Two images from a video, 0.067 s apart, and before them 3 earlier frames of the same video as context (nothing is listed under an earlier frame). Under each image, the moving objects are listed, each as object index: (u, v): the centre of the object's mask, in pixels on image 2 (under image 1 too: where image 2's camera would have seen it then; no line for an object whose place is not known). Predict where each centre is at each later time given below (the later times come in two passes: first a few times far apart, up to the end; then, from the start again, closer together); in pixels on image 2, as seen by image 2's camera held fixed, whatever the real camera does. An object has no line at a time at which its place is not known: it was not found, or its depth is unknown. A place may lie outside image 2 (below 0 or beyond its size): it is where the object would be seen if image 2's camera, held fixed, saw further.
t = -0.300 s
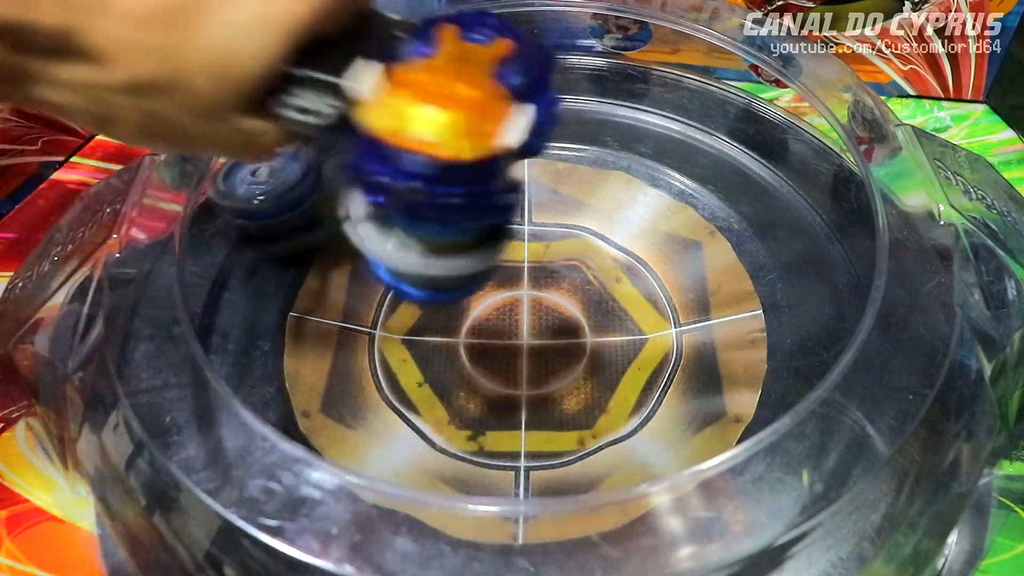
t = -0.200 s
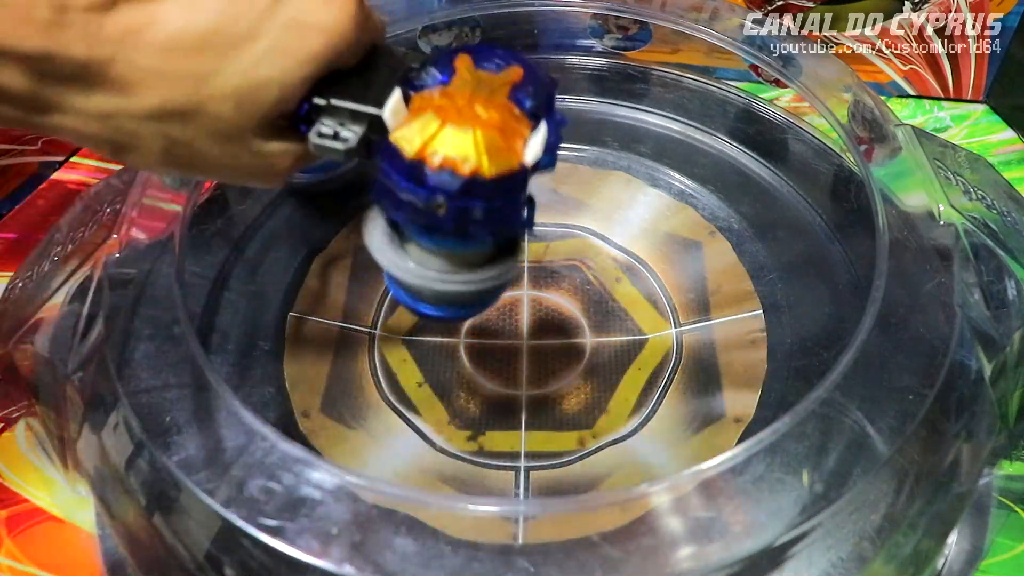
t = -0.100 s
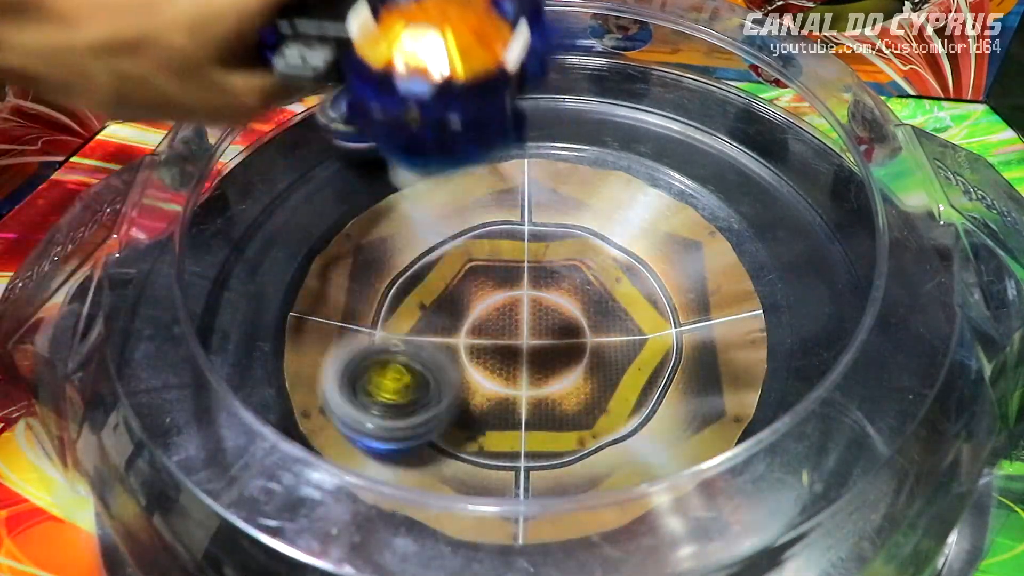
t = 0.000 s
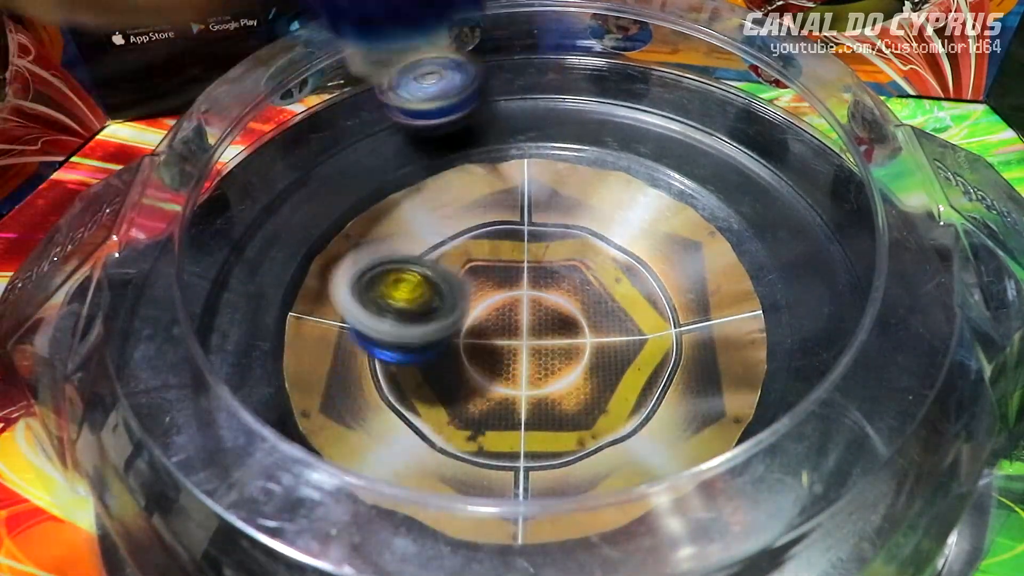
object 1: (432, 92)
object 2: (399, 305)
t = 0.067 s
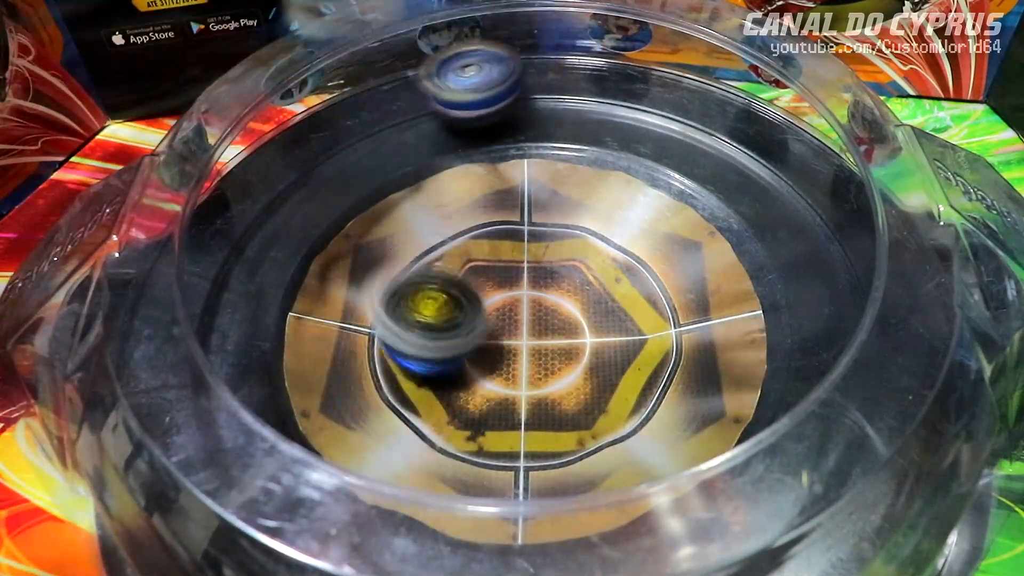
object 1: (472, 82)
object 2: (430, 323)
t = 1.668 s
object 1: (272, 302)
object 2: (647, 416)
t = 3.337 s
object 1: (729, 406)
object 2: (395, 213)
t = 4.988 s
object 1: (617, 393)
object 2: (350, 110)
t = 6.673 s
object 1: (572, 210)
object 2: (367, 310)
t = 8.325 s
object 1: (391, 313)
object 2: (500, 400)
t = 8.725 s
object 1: (691, 197)
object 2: (534, 237)
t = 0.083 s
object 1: (481, 81)
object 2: (440, 311)
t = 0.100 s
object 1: (492, 81)
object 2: (452, 298)
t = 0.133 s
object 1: (512, 78)
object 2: (476, 277)
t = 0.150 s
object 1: (522, 77)
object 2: (489, 274)
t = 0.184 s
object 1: (541, 77)
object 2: (516, 273)
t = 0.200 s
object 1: (551, 78)
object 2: (526, 258)
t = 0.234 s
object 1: (571, 80)
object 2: (552, 230)
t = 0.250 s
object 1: (581, 80)
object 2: (566, 221)
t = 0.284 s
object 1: (600, 83)
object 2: (594, 217)
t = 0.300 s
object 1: (609, 86)
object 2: (610, 221)
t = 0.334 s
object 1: (627, 89)
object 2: (634, 231)
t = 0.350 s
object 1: (635, 91)
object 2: (640, 230)
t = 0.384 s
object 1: (651, 95)
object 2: (659, 229)
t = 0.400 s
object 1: (659, 96)
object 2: (667, 232)
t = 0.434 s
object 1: (674, 101)
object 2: (676, 239)
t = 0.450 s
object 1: (681, 104)
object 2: (678, 243)
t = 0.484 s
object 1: (694, 110)
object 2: (676, 262)
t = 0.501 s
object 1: (700, 112)
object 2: (677, 267)
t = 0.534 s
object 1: (710, 116)
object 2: (669, 284)
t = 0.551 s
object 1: (715, 118)
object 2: (664, 291)
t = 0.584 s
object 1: (725, 124)
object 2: (651, 312)
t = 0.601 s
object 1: (729, 126)
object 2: (643, 322)
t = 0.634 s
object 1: (737, 130)
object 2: (619, 339)
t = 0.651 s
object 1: (741, 133)
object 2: (604, 341)
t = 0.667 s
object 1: (746, 135)
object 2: (588, 348)
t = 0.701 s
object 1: (753, 141)
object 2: (557, 373)
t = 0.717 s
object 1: (756, 144)
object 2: (541, 383)
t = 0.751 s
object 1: (763, 149)
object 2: (500, 390)
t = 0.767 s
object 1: (766, 152)
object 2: (485, 390)
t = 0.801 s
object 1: (771, 157)
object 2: (452, 393)
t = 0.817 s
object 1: (774, 160)
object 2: (441, 392)
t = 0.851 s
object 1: (778, 165)
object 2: (412, 378)
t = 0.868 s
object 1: (780, 167)
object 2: (401, 373)
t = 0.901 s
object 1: (784, 172)
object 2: (386, 358)
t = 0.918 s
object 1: (786, 174)
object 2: (380, 346)
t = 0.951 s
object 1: (787, 179)
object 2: (377, 324)
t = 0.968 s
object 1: (788, 181)
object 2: (377, 314)
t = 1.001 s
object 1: (789, 187)
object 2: (384, 293)
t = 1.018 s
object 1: (789, 189)
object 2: (393, 279)
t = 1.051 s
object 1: (787, 195)
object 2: (412, 257)
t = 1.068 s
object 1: (788, 196)
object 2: (425, 246)
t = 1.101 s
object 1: (784, 204)
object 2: (455, 230)
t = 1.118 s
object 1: (784, 205)
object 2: (474, 221)
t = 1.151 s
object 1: (781, 212)
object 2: (507, 196)
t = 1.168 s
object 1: (779, 216)
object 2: (524, 189)
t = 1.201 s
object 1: (775, 224)
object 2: (556, 181)
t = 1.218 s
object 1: (770, 231)
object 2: (574, 171)
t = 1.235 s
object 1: (763, 238)
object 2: (591, 165)
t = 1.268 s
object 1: (746, 258)
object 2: (627, 165)
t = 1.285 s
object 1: (736, 269)
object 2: (644, 172)
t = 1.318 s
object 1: (714, 294)
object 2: (673, 171)
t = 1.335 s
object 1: (699, 311)
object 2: (684, 176)
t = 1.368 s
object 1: (665, 341)
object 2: (712, 190)
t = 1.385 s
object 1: (647, 357)
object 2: (723, 196)
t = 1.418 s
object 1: (604, 383)
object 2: (741, 207)
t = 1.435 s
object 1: (580, 391)
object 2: (748, 218)
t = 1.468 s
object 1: (526, 410)
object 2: (758, 242)
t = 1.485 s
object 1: (494, 407)
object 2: (759, 251)
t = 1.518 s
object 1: (438, 410)
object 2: (759, 284)
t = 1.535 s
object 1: (410, 405)
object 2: (756, 296)
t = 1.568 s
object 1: (360, 391)
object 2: (745, 331)
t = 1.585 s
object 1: (335, 378)
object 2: (737, 343)
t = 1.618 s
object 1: (300, 350)
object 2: (709, 380)
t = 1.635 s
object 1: (288, 335)
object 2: (684, 394)
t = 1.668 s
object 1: (272, 302)
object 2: (647, 416)
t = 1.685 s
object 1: (270, 288)
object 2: (623, 432)
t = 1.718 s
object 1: (271, 259)
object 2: (561, 444)
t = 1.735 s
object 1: (273, 245)
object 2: (537, 446)
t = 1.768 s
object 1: (279, 222)
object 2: (483, 443)
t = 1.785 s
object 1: (283, 210)
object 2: (451, 440)
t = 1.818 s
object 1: (290, 191)
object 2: (402, 424)
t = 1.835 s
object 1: (293, 182)
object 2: (378, 416)
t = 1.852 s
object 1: (298, 174)
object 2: (357, 404)
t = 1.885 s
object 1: (305, 161)
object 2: (326, 378)
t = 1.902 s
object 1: (310, 155)
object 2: (314, 363)
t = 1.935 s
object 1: (315, 141)
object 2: (301, 328)
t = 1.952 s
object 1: (320, 136)
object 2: (299, 311)
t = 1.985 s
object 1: (334, 127)
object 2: (300, 276)
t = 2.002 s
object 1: (343, 122)
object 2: (303, 261)
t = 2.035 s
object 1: (364, 116)
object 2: (316, 229)
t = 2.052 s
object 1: (375, 111)
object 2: (326, 215)
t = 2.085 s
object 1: (393, 105)
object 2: (350, 190)
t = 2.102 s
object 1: (402, 99)
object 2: (364, 179)
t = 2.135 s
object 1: (421, 85)
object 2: (393, 173)
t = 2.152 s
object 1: (436, 69)
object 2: (411, 174)
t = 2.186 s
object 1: (464, 58)
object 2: (450, 180)
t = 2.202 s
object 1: (479, 56)
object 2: (472, 183)
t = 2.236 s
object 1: (507, 52)
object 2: (517, 194)
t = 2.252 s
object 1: (520, 54)
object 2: (539, 204)
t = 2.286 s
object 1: (542, 52)
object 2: (588, 219)
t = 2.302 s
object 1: (553, 54)
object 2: (613, 224)
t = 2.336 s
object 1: (573, 55)
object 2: (661, 242)
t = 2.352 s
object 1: (582, 57)
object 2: (684, 250)
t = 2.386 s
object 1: (602, 60)
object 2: (724, 273)
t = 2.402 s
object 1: (609, 61)
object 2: (740, 286)
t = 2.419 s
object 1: (618, 64)
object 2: (753, 292)
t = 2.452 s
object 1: (637, 69)
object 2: (777, 317)
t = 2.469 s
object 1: (644, 71)
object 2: (786, 333)
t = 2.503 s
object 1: (664, 77)
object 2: (789, 345)
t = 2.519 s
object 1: (674, 82)
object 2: (787, 354)
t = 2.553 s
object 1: (697, 90)
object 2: (778, 384)
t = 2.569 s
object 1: (707, 94)
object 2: (770, 407)
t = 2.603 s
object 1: (729, 105)
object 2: (759, 434)
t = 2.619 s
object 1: (742, 110)
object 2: (753, 446)
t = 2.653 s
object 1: (763, 123)
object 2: (732, 475)
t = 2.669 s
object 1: (772, 129)
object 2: (723, 492)
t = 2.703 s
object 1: (789, 145)
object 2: (709, 509)
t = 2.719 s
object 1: (798, 151)
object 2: (690, 519)
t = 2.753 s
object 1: (811, 165)
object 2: (663, 534)
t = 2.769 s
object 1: (817, 173)
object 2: (638, 541)
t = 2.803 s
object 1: (832, 192)
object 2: (617, 545)
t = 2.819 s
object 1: (838, 201)
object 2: (604, 547)
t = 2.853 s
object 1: (843, 226)
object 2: (570, 551)
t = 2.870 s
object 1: (846, 240)
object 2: (555, 550)
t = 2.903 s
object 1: (846, 270)
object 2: (533, 544)
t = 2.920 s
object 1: (844, 284)
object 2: (517, 547)
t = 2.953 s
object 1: (842, 308)
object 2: (488, 533)
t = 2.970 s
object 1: (840, 320)
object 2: (475, 532)
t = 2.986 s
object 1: (838, 330)
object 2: (459, 530)
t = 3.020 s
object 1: (834, 346)
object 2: (435, 523)
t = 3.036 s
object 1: (833, 354)
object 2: (423, 516)
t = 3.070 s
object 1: (827, 368)
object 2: (406, 497)
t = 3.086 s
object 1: (824, 373)
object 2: (402, 480)
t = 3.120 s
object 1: (818, 385)
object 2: (375, 439)
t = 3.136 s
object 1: (815, 389)
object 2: (366, 431)
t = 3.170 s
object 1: (805, 399)
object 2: (350, 411)
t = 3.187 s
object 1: (802, 402)
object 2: (346, 393)
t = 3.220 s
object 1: (795, 407)
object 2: (346, 358)
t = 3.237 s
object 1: (790, 410)
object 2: (348, 338)
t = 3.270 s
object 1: (775, 417)
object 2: (356, 295)
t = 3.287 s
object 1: (769, 418)
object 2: (364, 277)
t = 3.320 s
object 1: (751, 420)
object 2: (382, 234)
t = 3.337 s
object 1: (729, 406)
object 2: (395, 213)
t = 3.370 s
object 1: (705, 414)
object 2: (425, 174)
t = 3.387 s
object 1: (690, 417)
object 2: (443, 158)
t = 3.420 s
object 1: (655, 424)
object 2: (474, 130)
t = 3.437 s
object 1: (633, 426)
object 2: (489, 118)
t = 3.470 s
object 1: (591, 430)
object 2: (522, 100)
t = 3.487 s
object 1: (567, 430)
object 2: (540, 90)
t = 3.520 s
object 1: (521, 426)
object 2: (574, 76)
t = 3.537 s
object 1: (496, 420)
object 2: (591, 70)
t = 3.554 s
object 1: (474, 411)
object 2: (607, 65)
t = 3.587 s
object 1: (433, 389)
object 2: (638, 58)
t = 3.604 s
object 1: (414, 374)
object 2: (654, 59)
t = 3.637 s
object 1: (385, 341)
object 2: (676, 68)
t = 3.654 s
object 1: (374, 322)
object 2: (689, 76)
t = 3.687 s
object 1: (362, 284)
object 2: (717, 102)
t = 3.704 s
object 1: (359, 264)
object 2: (725, 113)
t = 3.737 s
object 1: (364, 229)
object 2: (741, 139)
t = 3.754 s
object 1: (370, 211)
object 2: (753, 153)
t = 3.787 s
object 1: (388, 179)
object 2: (775, 177)
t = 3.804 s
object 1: (397, 167)
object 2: (785, 191)
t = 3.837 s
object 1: (425, 144)
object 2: (803, 222)
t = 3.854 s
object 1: (441, 135)
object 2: (811, 237)
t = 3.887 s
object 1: (475, 120)
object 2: (830, 273)
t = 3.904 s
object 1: (493, 114)
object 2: (838, 290)
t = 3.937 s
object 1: (531, 109)
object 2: (853, 326)
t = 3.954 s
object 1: (548, 109)
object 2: (860, 344)
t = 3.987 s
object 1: (581, 108)
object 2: (869, 383)
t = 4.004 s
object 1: (595, 109)
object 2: (866, 398)
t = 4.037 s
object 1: (619, 111)
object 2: (845, 431)
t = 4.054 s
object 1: (631, 111)
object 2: (829, 447)
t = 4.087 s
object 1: (649, 112)
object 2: (800, 477)
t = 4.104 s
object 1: (656, 115)
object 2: (779, 494)
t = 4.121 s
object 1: (662, 116)
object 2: (751, 517)
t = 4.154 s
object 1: (677, 118)
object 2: (700, 540)
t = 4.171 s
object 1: (683, 119)
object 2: (671, 545)
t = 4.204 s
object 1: (693, 122)
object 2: (617, 549)
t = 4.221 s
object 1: (697, 125)
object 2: (602, 551)
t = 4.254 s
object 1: (706, 129)
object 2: (559, 549)
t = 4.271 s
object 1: (710, 131)
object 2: (526, 550)
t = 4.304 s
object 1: (717, 134)
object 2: (463, 551)
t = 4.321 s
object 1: (721, 136)
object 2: (433, 549)
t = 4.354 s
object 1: (728, 141)
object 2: (386, 543)
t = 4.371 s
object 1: (731, 143)
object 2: (366, 541)
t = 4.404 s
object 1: (738, 148)
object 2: (319, 532)
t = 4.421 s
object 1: (741, 150)
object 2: (296, 522)
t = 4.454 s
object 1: (746, 155)
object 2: (262, 491)
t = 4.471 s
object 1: (748, 158)
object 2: (251, 474)
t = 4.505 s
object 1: (752, 163)
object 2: (233, 439)
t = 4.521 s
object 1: (754, 166)
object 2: (220, 422)
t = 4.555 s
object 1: (759, 172)
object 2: (204, 398)
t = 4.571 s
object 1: (759, 177)
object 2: (198, 381)
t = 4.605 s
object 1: (763, 182)
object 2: (192, 348)
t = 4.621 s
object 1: (766, 183)
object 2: (190, 330)
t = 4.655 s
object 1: (765, 192)
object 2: (196, 301)
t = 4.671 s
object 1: (765, 195)
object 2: (199, 286)
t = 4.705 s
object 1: (766, 201)
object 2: (206, 261)
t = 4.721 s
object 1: (766, 206)
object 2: (211, 252)
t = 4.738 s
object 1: (765, 211)
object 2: (216, 239)
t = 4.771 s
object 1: (759, 227)
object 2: (233, 216)
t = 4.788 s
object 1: (754, 237)
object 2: (241, 205)
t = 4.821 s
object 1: (743, 259)
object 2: (256, 186)
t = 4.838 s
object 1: (739, 271)
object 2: (264, 181)
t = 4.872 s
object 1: (724, 299)
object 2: (282, 163)
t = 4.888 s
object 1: (716, 313)
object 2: (290, 155)
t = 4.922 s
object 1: (690, 342)
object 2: (306, 136)
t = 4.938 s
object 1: (675, 357)
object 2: (317, 129)
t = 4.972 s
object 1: (639, 383)
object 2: (339, 116)
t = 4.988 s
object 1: (617, 393)
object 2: (350, 110)
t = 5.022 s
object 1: (566, 408)
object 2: (372, 100)
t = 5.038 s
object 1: (541, 412)
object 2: (383, 96)
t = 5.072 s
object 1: (485, 410)
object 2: (406, 88)
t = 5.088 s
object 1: (460, 405)
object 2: (418, 86)
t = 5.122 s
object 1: (411, 390)
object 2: (443, 79)
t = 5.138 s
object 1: (388, 377)
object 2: (455, 76)
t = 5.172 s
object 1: (352, 348)
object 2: (482, 73)
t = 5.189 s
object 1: (339, 332)
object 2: (494, 70)
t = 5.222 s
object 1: (321, 295)
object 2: (519, 69)
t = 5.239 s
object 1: (319, 279)
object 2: (531, 68)
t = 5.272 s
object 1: (317, 244)
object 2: (556, 69)
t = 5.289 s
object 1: (319, 230)
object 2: (569, 68)
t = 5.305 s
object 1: (324, 215)
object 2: (579, 69)
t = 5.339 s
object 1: (340, 188)
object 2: (602, 74)
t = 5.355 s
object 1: (349, 176)
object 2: (612, 77)
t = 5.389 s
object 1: (379, 157)
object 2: (634, 85)
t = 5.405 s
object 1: (395, 151)
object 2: (645, 91)
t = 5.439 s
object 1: (431, 140)
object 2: (668, 100)
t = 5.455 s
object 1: (448, 135)
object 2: (679, 104)
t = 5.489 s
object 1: (484, 131)
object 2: (699, 115)
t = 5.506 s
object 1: (503, 130)
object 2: (709, 122)
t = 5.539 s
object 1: (541, 134)
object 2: (729, 132)
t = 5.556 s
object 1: (559, 136)
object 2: (737, 138)
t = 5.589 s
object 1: (594, 146)
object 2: (754, 151)
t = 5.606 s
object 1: (612, 152)
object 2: (762, 157)
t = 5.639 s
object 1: (645, 174)
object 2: (776, 172)
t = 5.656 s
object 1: (662, 186)
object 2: (784, 180)
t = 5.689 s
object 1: (681, 217)
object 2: (806, 198)
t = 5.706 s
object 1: (681, 239)
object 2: (819, 207)
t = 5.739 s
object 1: (679, 278)
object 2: (850, 225)
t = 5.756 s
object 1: (676, 298)
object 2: (862, 234)
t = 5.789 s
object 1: (656, 342)
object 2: (873, 259)
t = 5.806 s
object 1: (643, 362)
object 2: (871, 274)
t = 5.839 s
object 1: (604, 399)
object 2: (868, 303)
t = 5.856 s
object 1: (580, 415)
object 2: (869, 319)
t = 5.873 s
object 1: (555, 425)
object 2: (865, 334)
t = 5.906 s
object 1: (501, 439)
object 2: (859, 364)
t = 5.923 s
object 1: (473, 439)
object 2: (856, 381)
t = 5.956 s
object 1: (423, 439)
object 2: (849, 408)
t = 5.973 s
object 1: (396, 432)
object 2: (846, 425)
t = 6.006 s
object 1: (350, 417)
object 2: (821, 449)
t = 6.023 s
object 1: (330, 407)
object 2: (811, 462)
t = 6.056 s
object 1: (305, 388)
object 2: (779, 487)
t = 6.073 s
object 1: (291, 377)
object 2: (762, 503)
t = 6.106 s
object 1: (273, 351)
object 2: (736, 517)
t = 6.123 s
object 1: (267, 339)
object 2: (722, 520)
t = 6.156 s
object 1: (261, 311)
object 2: (698, 530)
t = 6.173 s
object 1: (260, 299)
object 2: (680, 534)
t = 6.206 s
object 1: (266, 276)
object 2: (656, 537)
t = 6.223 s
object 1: (268, 268)
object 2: (617, 538)
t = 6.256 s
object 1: (275, 250)
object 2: (599, 533)
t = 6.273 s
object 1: (279, 244)
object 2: (589, 535)
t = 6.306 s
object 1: (292, 231)
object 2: (563, 534)
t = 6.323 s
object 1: (297, 224)
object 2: (543, 535)
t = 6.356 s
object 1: (318, 212)
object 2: (515, 530)
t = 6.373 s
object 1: (328, 206)
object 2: (496, 528)
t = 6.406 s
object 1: (351, 194)
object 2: (471, 523)
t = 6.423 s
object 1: (362, 189)
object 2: (450, 519)
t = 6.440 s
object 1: (375, 184)
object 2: (440, 514)
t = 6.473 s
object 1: (399, 177)
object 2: (413, 498)
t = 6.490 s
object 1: (411, 175)
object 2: (404, 486)
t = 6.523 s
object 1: (437, 171)
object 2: (387, 444)
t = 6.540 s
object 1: (451, 171)
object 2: (378, 436)
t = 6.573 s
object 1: (481, 175)
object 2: (357, 412)
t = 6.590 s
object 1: (495, 179)
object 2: (359, 398)
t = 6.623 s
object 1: (525, 187)
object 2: (357, 359)
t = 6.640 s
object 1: (539, 196)
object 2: (360, 342)
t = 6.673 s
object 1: (572, 210)
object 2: (367, 310)
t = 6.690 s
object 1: (585, 220)
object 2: (373, 295)
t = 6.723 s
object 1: (620, 243)
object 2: (393, 264)
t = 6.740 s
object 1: (633, 255)
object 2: (403, 249)
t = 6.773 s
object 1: (655, 285)
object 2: (430, 223)
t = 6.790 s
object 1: (662, 301)
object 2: (446, 209)
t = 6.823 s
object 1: (671, 337)
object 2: (481, 188)
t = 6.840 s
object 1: (671, 355)
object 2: (494, 179)
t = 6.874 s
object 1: (663, 390)
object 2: (525, 169)
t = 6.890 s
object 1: (656, 406)
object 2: (543, 165)
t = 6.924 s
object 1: (629, 428)
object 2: (574, 161)
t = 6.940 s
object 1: (612, 436)
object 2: (591, 157)
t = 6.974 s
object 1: (573, 451)
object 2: (618, 164)
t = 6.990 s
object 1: (554, 455)
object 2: (632, 166)
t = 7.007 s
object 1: (530, 458)
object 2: (646, 171)
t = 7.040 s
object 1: (486, 481)
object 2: (670, 184)
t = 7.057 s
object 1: (464, 479)
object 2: (681, 194)
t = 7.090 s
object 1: (426, 470)
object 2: (696, 215)
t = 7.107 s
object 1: (413, 460)
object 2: (699, 226)
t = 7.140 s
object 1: (384, 436)
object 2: (705, 256)
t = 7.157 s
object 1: (371, 429)
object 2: (706, 276)
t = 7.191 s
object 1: (348, 415)
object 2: (699, 305)
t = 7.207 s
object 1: (338, 406)
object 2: (692, 321)
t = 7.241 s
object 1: (325, 389)
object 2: (670, 351)
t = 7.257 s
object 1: (320, 378)
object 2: (659, 363)
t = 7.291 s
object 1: (319, 354)
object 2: (628, 392)
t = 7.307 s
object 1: (323, 342)
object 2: (608, 403)
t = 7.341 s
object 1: (329, 317)
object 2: (566, 416)
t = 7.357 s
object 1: (336, 307)
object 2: (542, 418)
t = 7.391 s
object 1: (352, 285)
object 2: (496, 420)
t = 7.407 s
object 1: (360, 274)
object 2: (477, 415)
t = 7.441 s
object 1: (383, 254)
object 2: (432, 407)
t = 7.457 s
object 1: (397, 247)
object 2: (417, 398)
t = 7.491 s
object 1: (430, 228)
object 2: (384, 379)
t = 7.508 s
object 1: (448, 221)
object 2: (377, 372)
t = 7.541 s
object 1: (486, 208)
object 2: (363, 339)
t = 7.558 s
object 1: (507, 206)
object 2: (351, 329)
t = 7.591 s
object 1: (545, 200)
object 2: (346, 302)
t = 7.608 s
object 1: (567, 200)
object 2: (344, 291)
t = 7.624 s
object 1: (588, 199)
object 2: (344, 277)
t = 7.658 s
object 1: (626, 206)
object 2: (352, 253)
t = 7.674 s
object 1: (645, 210)
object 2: (353, 244)
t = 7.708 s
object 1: (678, 227)
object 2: (368, 225)
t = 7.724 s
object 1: (695, 233)
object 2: (376, 220)
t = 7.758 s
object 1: (720, 257)
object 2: (392, 204)
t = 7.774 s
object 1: (730, 269)
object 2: (404, 201)
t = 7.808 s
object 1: (745, 298)
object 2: (425, 194)
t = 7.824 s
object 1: (750, 312)
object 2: (437, 193)
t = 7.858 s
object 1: (751, 346)
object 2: (462, 193)
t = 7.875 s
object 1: (749, 359)
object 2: (474, 194)
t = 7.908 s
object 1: (735, 383)
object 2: (505, 201)
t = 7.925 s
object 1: (721, 394)
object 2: (518, 202)
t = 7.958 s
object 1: (695, 412)
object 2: (545, 213)
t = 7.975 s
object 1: (679, 421)
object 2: (560, 224)
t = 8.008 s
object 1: (649, 434)
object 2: (587, 242)
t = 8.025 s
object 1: (633, 439)
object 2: (598, 252)
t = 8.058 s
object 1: (596, 445)
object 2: (613, 274)
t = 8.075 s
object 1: (577, 448)
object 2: (625, 284)
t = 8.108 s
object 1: (539, 447)
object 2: (629, 309)
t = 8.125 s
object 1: (522, 447)
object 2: (628, 322)
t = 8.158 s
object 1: (487, 439)
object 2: (619, 347)
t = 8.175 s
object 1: (469, 431)
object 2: (612, 355)
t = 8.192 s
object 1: (455, 426)
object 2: (605, 369)
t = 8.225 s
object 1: (428, 403)
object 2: (586, 387)
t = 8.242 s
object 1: (414, 390)
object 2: (568, 392)
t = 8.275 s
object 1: (400, 360)
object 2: (540, 402)
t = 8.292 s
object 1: (396, 345)
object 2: (528, 404)
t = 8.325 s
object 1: (391, 313)
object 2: (500, 400)
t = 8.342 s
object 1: (393, 297)
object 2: (490, 396)
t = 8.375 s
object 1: (401, 266)
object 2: (472, 386)
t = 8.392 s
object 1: (408, 252)
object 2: (461, 379)
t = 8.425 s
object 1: (426, 223)
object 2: (445, 366)
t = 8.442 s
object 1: (440, 210)
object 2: (440, 358)
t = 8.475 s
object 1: (468, 187)
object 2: (427, 340)
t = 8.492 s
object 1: (484, 180)
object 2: (420, 328)
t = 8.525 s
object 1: (515, 168)
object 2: (417, 305)
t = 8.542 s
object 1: (532, 165)
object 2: (423, 296)
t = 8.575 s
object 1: (568, 160)
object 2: (431, 276)
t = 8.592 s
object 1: (585, 158)
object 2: (437, 271)
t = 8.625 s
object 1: (616, 161)
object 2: (456, 257)
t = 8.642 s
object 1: (632, 166)
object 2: (467, 251)
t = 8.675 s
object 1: (659, 176)
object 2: (493, 244)
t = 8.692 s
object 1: (671, 182)
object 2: (507, 241)
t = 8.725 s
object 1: (691, 197)
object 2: (534, 237)
